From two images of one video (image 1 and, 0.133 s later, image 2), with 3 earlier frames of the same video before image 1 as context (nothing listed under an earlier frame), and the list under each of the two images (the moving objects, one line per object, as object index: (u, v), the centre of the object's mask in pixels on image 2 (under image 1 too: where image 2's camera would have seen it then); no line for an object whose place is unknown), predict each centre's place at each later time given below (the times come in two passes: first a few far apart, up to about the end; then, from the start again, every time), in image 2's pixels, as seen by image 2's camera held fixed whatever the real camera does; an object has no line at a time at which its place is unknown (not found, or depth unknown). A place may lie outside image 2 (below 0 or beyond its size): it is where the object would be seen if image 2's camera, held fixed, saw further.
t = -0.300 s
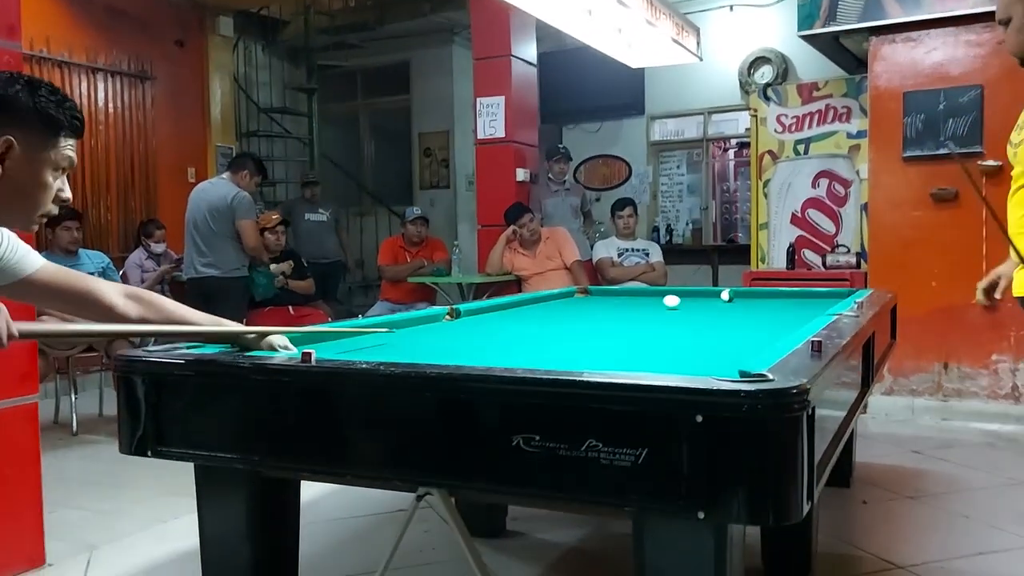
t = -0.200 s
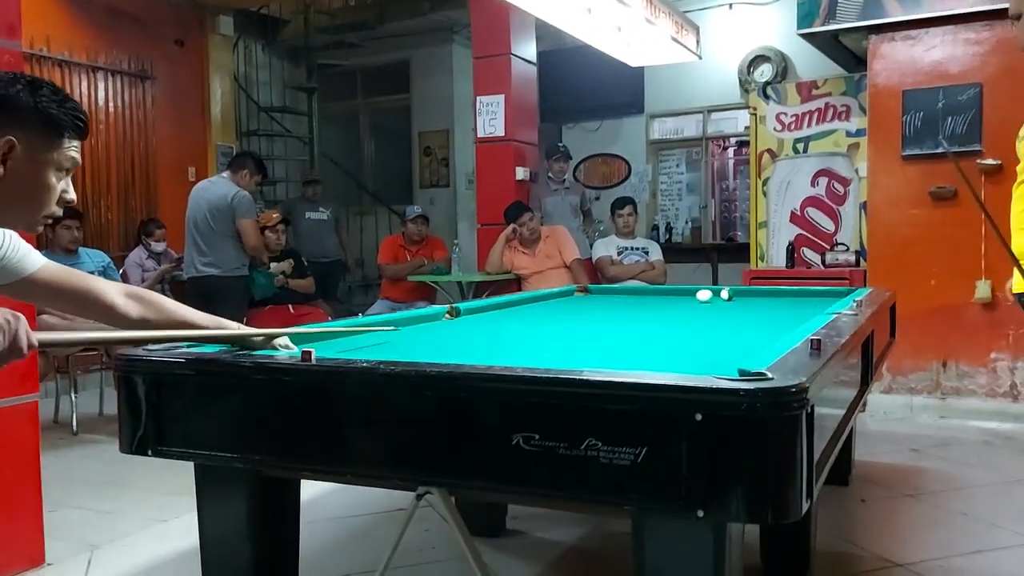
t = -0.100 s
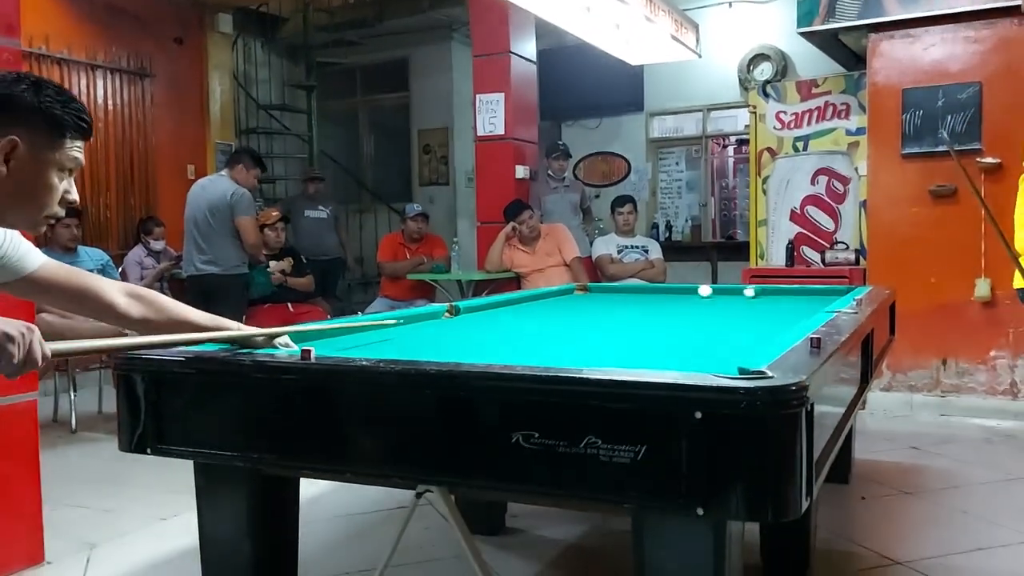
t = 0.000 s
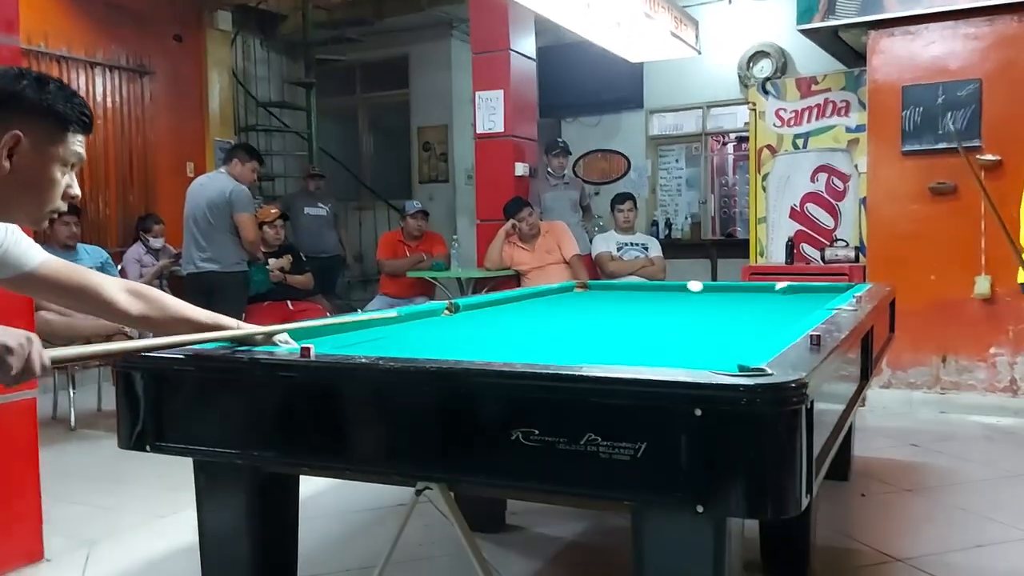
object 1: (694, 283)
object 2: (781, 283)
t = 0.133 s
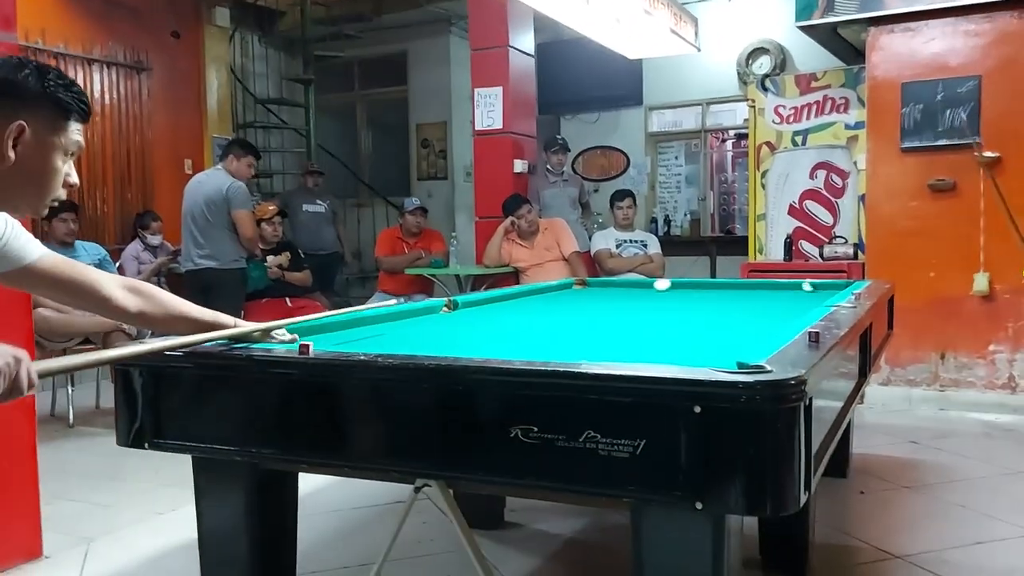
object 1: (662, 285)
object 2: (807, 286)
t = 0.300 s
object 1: (623, 286)
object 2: (832, 287)
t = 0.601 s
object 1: (551, 290)
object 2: (822, 288)
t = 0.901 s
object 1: (537, 294)
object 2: (789, 290)
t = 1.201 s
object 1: (549, 299)
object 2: (756, 293)
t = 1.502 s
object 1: (560, 305)
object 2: (724, 295)
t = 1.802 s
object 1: (576, 311)
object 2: (696, 296)
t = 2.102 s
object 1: (594, 318)
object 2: (667, 298)
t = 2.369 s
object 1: (609, 324)
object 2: (644, 299)
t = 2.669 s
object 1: (633, 333)
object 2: (621, 302)
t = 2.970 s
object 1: (657, 342)
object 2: (600, 302)
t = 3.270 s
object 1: (687, 351)
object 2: (582, 304)
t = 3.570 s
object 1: (720, 359)
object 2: (569, 304)
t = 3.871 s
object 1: (705, 360)
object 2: (559, 306)
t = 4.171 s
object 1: (678, 359)
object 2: (550, 306)
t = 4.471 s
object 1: (667, 356)
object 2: (545, 306)
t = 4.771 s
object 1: (662, 356)
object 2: (541, 309)
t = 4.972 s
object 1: (657, 355)
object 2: (540, 309)
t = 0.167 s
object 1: (654, 285)
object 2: (813, 286)
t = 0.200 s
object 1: (647, 285)
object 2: (818, 286)
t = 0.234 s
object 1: (639, 285)
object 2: (821, 286)
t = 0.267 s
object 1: (631, 286)
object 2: (828, 287)
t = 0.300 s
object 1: (623, 286)
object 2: (832, 287)
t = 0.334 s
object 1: (615, 286)
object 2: (837, 286)
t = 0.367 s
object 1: (608, 287)
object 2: (841, 286)
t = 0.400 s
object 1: (600, 288)
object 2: (842, 286)
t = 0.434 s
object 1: (591, 288)
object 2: (840, 286)
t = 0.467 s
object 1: (583, 288)
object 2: (837, 286)
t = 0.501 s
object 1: (574, 289)
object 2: (833, 287)
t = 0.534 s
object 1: (567, 289)
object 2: (830, 289)
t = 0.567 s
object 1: (559, 289)
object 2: (827, 289)
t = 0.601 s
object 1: (551, 290)
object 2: (822, 288)
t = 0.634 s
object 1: (542, 290)
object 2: (818, 289)
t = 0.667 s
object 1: (534, 291)
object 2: (815, 289)
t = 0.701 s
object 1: (528, 291)
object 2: (810, 289)
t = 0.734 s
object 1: (529, 291)
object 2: (805, 289)
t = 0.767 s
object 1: (531, 292)
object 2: (802, 290)
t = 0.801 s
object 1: (532, 293)
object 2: (800, 290)
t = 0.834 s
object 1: (534, 293)
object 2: (795, 291)
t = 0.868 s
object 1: (535, 293)
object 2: (792, 290)
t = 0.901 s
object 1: (537, 294)
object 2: (789, 290)
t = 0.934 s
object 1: (538, 294)
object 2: (786, 290)
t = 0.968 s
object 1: (539, 295)
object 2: (781, 291)
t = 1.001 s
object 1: (540, 296)
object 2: (776, 291)
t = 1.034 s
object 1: (542, 296)
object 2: (773, 292)
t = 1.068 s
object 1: (543, 297)
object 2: (770, 292)
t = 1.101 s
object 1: (544, 297)
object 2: (766, 292)
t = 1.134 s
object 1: (546, 298)
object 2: (761, 292)
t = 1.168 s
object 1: (547, 298)
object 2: (759, 293)
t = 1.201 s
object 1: (549, 299)
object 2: (756, 293)
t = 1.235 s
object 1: (550, 299)
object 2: (753, 292)
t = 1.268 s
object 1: (551, 300)
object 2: (749, 293)
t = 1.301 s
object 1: (553, 301)
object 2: (745, 294)
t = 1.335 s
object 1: (554, 302)
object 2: (741, 294)
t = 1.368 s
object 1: (555, 302)
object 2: (738, 294)
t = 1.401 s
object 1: (557, 303)
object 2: (735, 295)
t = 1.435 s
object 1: (558, 303)
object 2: (731, 294)
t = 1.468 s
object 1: (559, 304)
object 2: (727, 294)
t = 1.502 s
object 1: (560, 305)
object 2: (724, 295)
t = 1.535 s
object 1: (562, 306)
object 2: (721, 295)
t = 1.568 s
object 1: (564, 306)
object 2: (719, 294)
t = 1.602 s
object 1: (566, 307)
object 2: (715, 295)
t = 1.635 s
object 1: (567, 307)
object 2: (712, 295)
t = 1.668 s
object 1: (569, 308)
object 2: (708, 295)
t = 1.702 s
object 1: (571, 308)
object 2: (705, 296)
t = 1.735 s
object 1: (572, 309)
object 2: (702, 296)
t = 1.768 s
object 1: (574, 310)
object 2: (700, 296)
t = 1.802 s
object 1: (576, 311)
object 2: (696, 296)
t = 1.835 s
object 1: (577, 312)
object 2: (691, 296)
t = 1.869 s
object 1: (579, 312)
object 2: (688, 296)
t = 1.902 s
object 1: (582, 313)
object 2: (686, 297)
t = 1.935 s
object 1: (583, 314)
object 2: (683, 297)
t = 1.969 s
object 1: (586, 315)
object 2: (681, 297)
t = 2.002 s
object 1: (588, 316)
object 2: (678, 297)
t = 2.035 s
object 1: (590, 317)
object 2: (674, 297)
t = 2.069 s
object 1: (592, 318)
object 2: (671, 297)
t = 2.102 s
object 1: (594, 318)
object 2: (667, 298)
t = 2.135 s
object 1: (596, 319)
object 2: (664, 299)
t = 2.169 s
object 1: (598, 320)
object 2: (662, 299)
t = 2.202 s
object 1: (600, 321)
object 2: (660, 299)
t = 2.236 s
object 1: (601, 321)
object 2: (657, 298)
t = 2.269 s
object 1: (603, 322)
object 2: (654, 297)
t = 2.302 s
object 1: (606, 322)
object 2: (650, 298)
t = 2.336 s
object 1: (607, 324)
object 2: (646, 299)
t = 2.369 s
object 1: (609, 324)
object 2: (644, 299)
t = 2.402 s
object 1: (612, 326)
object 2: (642, 300)
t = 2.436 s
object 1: (615, 327)
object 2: (640, 300)
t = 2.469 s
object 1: (617, 327)
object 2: (637, 299)
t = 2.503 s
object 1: (620, 328)
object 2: (634, 299)
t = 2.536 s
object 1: (622, 330)
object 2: (631, 300)
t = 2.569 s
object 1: (625, 331)
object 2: (628, 300)
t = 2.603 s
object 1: (628, 332)
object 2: (625, 301)
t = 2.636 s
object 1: (631, 333)
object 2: (623, 302)
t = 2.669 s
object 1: (633, 333)
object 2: (621, 302)
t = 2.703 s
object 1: (636, 334)
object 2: (619, 302)
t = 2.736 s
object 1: (638, 335)
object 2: (616, 301)
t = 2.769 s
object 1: (641, 336)
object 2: (614, 301)
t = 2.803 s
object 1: (644, 337)
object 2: (611, 301)
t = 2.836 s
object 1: (646, 339)
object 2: (609, 301)
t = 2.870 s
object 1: (649, 339)
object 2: (607, 302)
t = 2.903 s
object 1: (652, 340)
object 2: (604, 302)
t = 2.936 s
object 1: (654, 341)
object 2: (602, 302)
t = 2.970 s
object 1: (657, 342)
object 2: (600, 302)
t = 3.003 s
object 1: (660, 343)
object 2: (599, 302)
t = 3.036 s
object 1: (664, 344)
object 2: (597, 302)
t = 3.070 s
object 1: (667, 345)
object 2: (595, 303)
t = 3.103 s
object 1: (671, 347)
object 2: (593, 303)
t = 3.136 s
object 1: (674, 347)
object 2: (591, 303)
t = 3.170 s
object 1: (677, 348)
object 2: (589, 303)
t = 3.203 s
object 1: (681, 349)
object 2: (586, 303)
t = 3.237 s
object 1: (683, 350)
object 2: (584, 303)
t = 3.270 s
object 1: (687, 351)
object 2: (582, 304)
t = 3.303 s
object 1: (691, 352)
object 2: (581, 305)
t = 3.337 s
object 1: (694, 353)
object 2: (579, 305)
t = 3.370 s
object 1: (699, 353)
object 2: (578, 305)
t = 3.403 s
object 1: (702, 354)
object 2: (578, 304)
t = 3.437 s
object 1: (706, 355)
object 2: (575, 304)
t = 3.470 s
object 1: (709, 356)
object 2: (574, 304)
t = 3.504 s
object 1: (713, 357)
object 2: (572, 304)
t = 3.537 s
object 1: (717, 358)
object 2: (570, 304)
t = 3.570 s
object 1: (720, 359)
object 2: (569, 304)
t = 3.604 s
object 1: (723, 360)
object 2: (568, 305)
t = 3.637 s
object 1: (725, 360)
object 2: (566, 305)
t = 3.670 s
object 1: (726, 360)
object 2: (565, 305)
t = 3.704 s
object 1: (723, 360)
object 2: (563, 305)
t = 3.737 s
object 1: (719, 360)
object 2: (562, 305)
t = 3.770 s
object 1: (715, 360)
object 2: (562, 305)
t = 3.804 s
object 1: (712, 359)
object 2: (561, 305)
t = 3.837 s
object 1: (709, 360)
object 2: (560, 306)
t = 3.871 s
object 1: (705, 360)
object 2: (559, 306)
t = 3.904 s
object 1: (701, 360)
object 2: (558, 305)
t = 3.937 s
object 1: (696, 359)
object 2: (556, 305)
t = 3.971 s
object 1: (692, 359)
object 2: (555, 305)
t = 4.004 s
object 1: (687, 359)
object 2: (554, 305)
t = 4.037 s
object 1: (684, 360)
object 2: (553, 306)
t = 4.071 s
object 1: (682, 359)
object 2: (552, 306)
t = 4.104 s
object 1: (680, 360)
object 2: (551, 306)
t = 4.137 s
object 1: (679, 360)
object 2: (551, 306)
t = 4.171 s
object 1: (678, 359)
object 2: (550, 306)
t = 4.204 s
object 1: (677, 359)
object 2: (549, 306)
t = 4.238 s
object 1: (676, 359)
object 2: (549, 306)
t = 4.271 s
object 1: (675, 358)
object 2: (548, 306)
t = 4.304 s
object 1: (673, 358)
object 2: (547, 305)
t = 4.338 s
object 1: (671, 358)
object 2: (546, 304)
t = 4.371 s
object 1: (670, 356)
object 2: (546, 305)
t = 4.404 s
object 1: (669, 356)
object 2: (545, 305)
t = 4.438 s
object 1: (668, 356)
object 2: (545, 306)
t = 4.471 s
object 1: (667, 356)
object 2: (545, 306)
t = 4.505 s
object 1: (667, 355)
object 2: (544, 306)
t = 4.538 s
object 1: (667, 355)
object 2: (544, 306)
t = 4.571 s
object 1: (667, 356)
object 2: (543, 308)
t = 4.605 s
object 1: (666, 356)
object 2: (543, 308)
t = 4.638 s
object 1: (665, 356)
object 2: (542, 308)
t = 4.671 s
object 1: (663, 356)
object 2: (542, 308)
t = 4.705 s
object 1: (662, 356)
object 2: (541, 308)
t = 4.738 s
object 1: (662, 355)
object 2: (541, 309)
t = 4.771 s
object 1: (662, 356)
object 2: (541, 309)
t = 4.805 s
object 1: (661, 356)
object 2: (541, 309)
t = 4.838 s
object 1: (661, 356)
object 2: (541, 309)
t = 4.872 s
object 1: (659, 356)
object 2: (541, 309)
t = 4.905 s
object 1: (659, 355)
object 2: (541, 309)
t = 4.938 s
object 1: (658, 355)
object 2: (541, 309)
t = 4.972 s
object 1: (657, 355)
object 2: (540, 309)
